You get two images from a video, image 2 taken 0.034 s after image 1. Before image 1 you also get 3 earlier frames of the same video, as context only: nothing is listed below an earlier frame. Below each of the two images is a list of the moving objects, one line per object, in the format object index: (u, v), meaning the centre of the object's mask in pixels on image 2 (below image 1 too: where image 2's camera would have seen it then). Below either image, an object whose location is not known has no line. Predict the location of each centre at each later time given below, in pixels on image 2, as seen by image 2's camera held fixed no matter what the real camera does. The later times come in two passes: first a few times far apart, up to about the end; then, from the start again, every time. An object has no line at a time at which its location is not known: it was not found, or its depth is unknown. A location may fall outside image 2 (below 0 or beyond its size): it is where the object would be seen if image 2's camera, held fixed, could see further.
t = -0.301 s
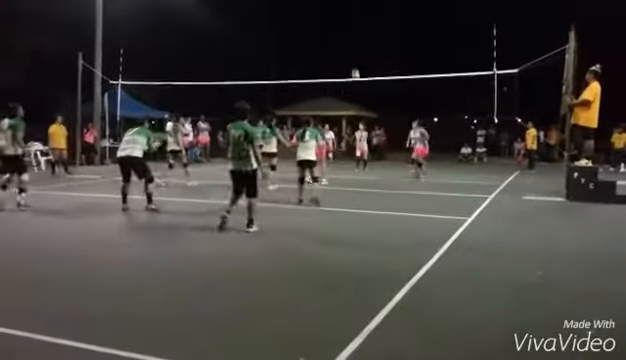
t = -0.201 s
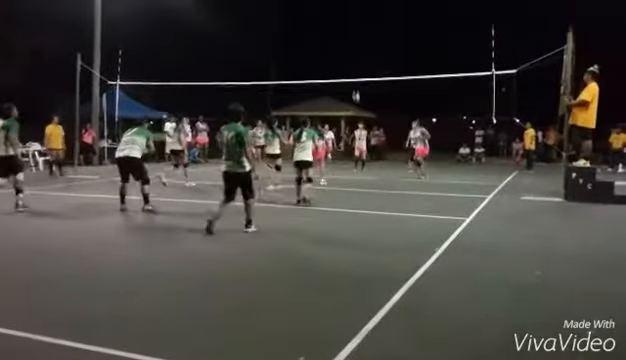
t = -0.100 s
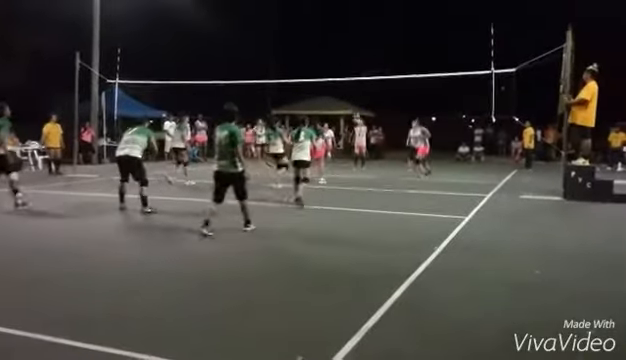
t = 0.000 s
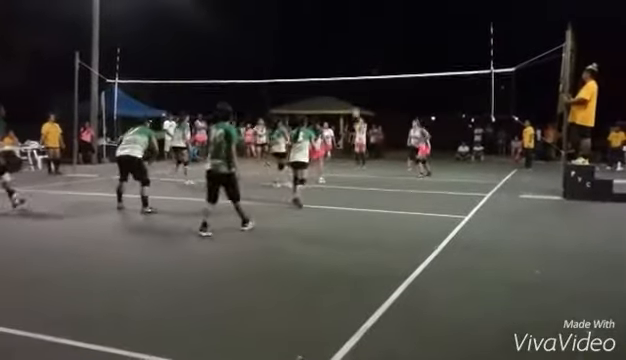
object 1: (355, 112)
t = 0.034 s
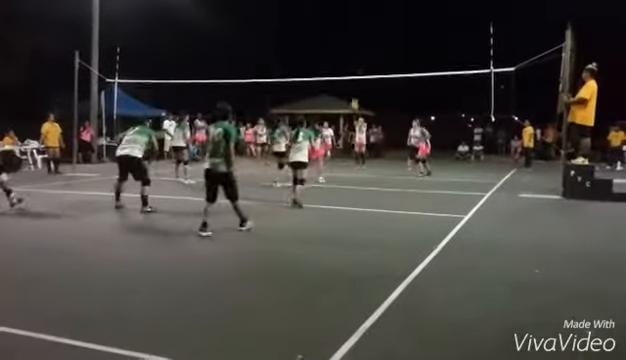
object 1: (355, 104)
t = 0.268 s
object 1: (348, 56)
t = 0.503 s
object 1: (342, 26)
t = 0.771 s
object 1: (333, 13)
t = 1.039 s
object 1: (325, 25)
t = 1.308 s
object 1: (316, 64)
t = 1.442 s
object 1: (312, 93)
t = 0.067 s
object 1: (354, 96)
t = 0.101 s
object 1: (353, 89)
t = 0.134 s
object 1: (352, 83)
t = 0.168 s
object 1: (351, 73)
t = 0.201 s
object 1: (350, 68)
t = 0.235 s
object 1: (349, 62)
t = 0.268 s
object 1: (348, 56)
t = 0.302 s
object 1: (347, 50)
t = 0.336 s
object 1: (346, 46)
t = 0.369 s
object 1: (346, 41)
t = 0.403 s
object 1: (345, 37)
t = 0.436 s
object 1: (344, 33)
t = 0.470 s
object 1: (343, 29)
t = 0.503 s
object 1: (342, 26)
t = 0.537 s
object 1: (341, 23)
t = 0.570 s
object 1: (340, 20)
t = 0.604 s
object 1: (339, 18)
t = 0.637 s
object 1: (337, 16)
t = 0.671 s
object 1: (336, 15)
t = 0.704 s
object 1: (336, 14)
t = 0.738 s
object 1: (335, 13)
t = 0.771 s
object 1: (333, 13)
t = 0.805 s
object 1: (332, 13)
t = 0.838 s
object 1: (331, 14)
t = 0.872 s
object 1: (329, 15)
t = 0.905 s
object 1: (329, 16)
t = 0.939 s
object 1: (327, 18)
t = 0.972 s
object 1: (327, 20)
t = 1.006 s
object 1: (326, 23)
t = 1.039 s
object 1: (325, 25)
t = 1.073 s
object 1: (323, 29)
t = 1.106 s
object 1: (322, 33)
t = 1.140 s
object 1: (321, 37)
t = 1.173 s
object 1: (320, 42)
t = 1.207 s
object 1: (319, 46)
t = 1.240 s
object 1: (318, 51)
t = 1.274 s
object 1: (317, 57)
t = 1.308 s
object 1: (316, 64)
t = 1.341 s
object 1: (314, 71)
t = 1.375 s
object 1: (314, 78)
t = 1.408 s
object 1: (313, 84)
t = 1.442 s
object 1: (312, 93)
